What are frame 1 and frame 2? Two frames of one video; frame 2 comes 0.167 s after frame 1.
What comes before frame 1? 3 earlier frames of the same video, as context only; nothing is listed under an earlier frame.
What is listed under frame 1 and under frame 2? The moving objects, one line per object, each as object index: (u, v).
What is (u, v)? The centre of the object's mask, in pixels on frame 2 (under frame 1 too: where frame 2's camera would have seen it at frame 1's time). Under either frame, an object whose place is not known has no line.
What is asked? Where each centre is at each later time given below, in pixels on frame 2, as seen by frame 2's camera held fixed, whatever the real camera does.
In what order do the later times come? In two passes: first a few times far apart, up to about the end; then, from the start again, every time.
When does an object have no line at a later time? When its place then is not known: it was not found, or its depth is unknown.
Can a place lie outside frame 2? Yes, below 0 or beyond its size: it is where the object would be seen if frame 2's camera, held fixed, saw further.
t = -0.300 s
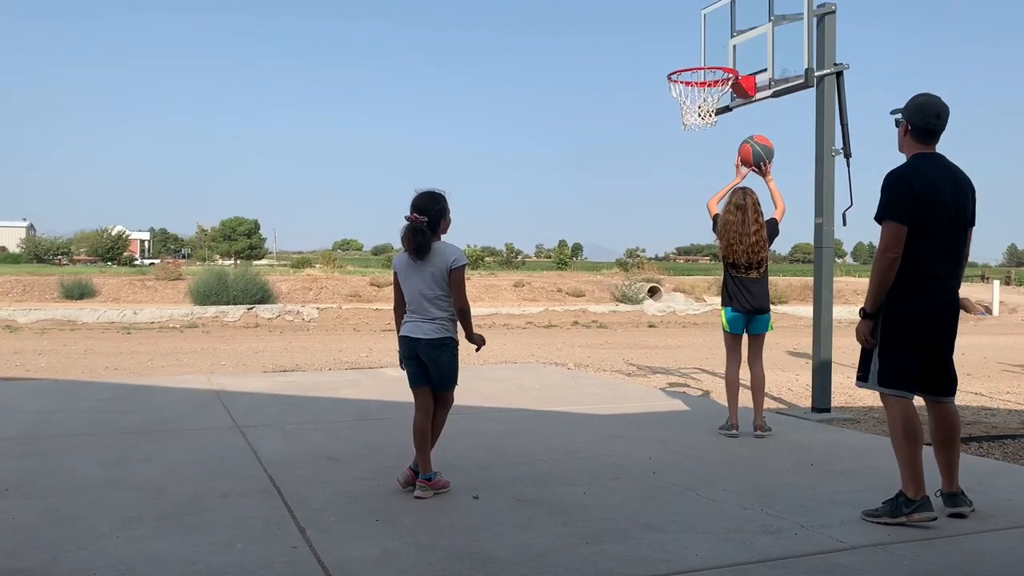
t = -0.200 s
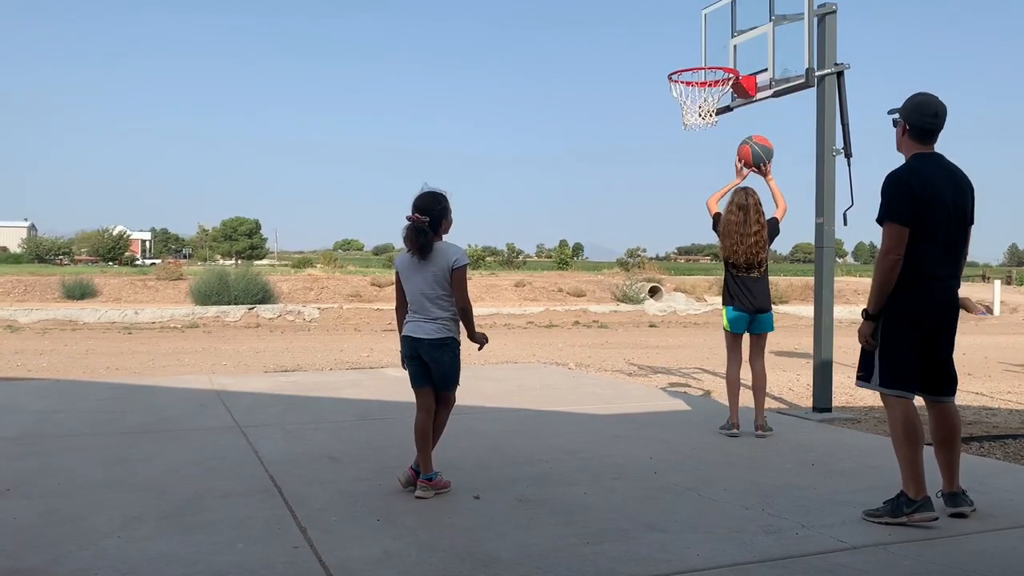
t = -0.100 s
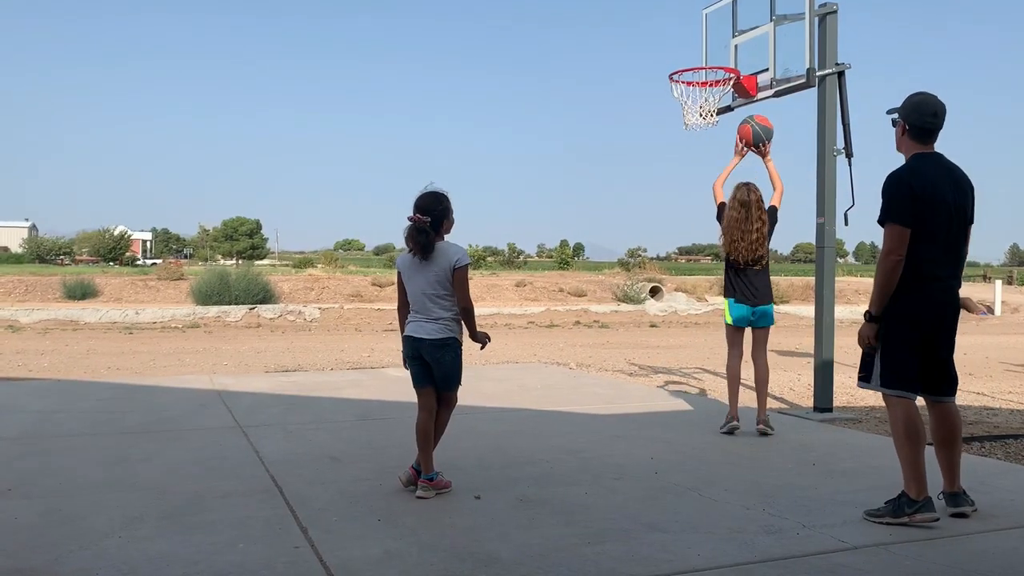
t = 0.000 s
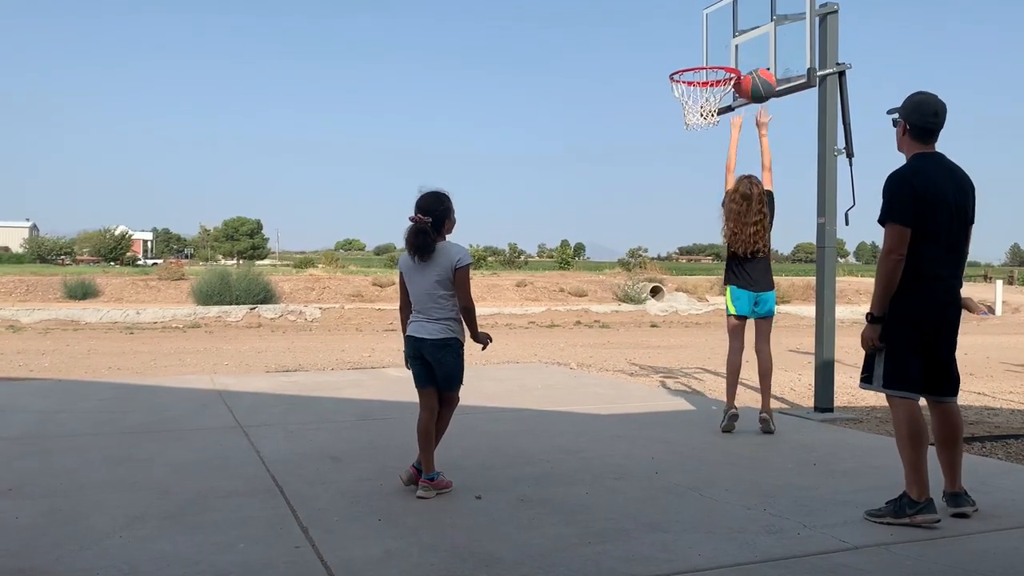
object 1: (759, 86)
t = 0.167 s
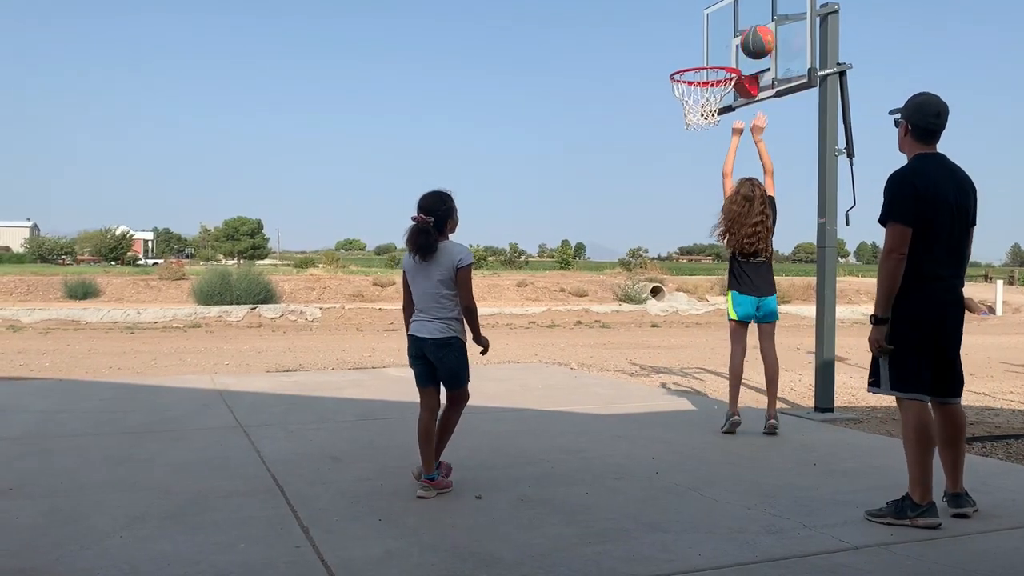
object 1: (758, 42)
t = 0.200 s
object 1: (753, 40)
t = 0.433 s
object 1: (718, 67)
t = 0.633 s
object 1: (693, 141)
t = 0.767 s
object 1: (679, 214)
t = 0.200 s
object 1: (753, 40)
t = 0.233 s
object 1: (748, 39)
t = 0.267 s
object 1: (743, 39)
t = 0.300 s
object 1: (738, 42)
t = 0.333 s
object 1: (734, 46)
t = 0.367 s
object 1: (729, 51)
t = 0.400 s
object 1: (724, 55)
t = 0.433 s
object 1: (718, 67)
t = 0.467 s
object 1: (714, 78)
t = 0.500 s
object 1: (708, 89)
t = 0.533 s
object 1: (704, 101)
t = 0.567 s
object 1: (699, 114)
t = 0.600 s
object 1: (697, 130)
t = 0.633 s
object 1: (693, 141)
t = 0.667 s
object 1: (689, 157)
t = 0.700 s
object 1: (686, 175)
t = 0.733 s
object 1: (682, 193)
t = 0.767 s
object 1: (679, 214)
